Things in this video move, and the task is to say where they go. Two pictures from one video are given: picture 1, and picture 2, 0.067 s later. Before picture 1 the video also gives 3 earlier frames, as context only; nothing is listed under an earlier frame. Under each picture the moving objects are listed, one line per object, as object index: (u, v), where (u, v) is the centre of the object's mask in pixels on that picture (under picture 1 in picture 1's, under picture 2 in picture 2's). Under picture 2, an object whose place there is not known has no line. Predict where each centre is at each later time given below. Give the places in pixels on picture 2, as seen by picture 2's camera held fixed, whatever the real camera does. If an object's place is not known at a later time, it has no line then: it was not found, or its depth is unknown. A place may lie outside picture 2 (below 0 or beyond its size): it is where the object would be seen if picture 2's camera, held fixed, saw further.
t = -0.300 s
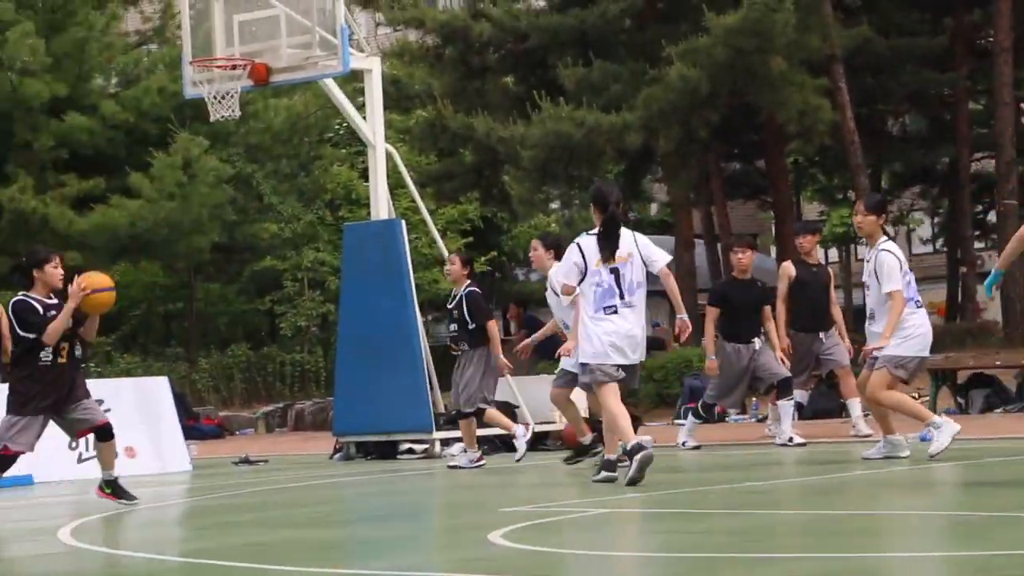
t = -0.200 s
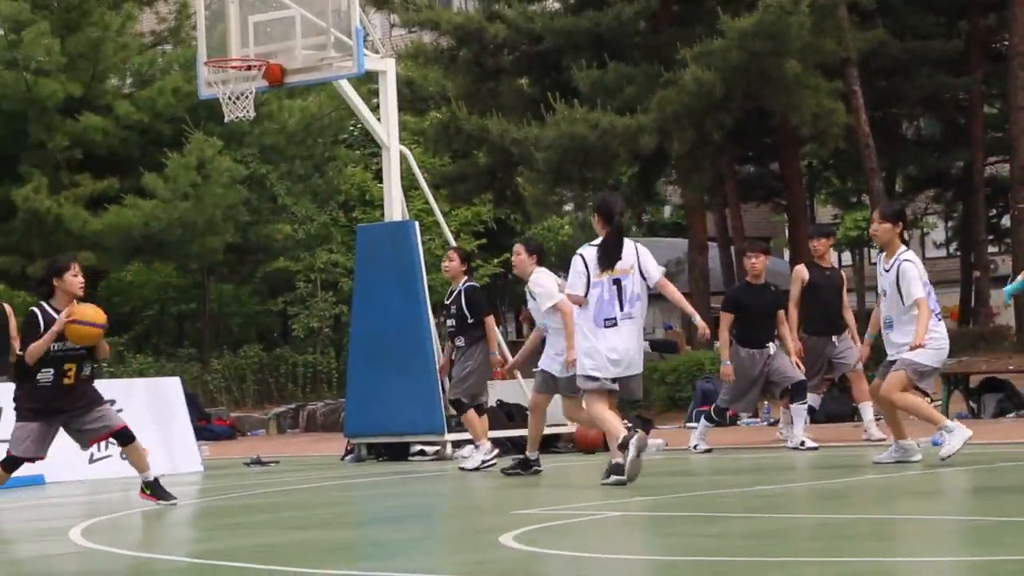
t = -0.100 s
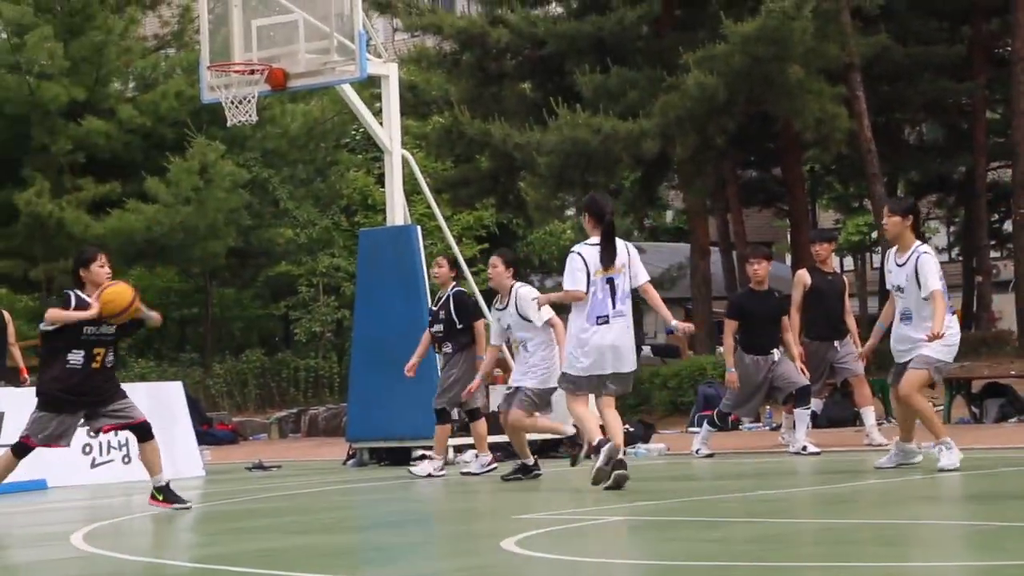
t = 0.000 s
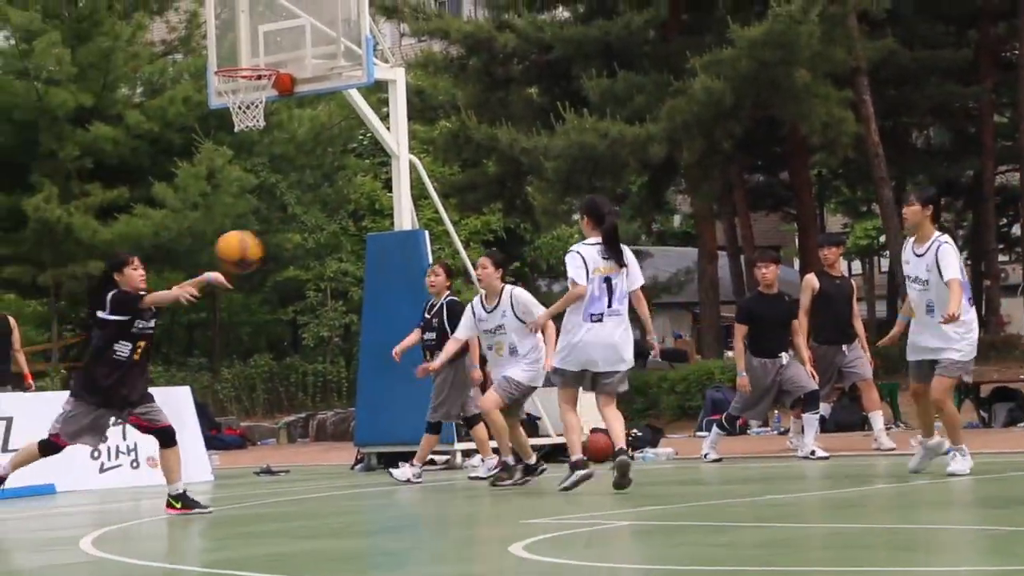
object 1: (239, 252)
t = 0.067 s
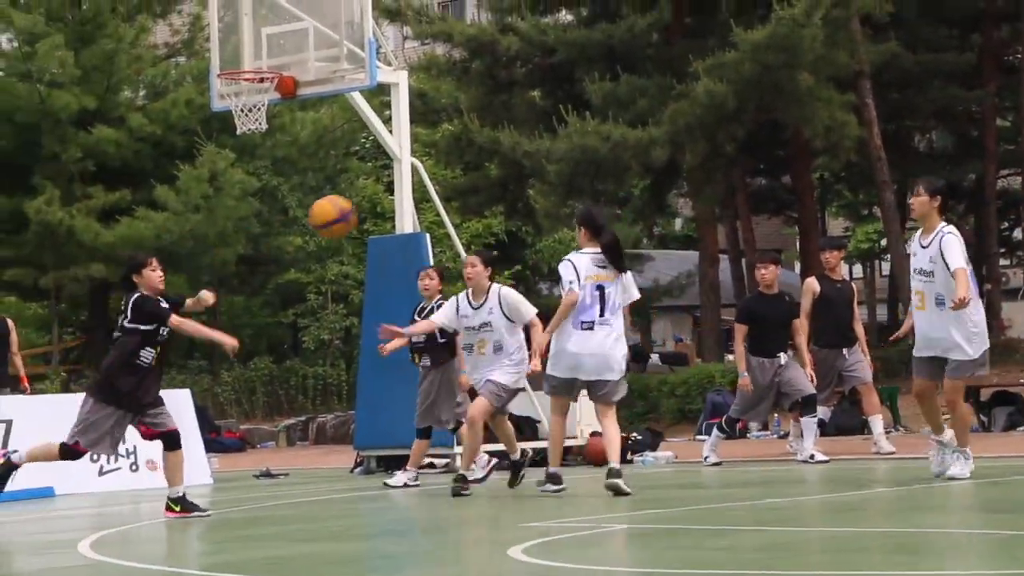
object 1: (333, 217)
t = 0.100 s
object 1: (377, 200)
